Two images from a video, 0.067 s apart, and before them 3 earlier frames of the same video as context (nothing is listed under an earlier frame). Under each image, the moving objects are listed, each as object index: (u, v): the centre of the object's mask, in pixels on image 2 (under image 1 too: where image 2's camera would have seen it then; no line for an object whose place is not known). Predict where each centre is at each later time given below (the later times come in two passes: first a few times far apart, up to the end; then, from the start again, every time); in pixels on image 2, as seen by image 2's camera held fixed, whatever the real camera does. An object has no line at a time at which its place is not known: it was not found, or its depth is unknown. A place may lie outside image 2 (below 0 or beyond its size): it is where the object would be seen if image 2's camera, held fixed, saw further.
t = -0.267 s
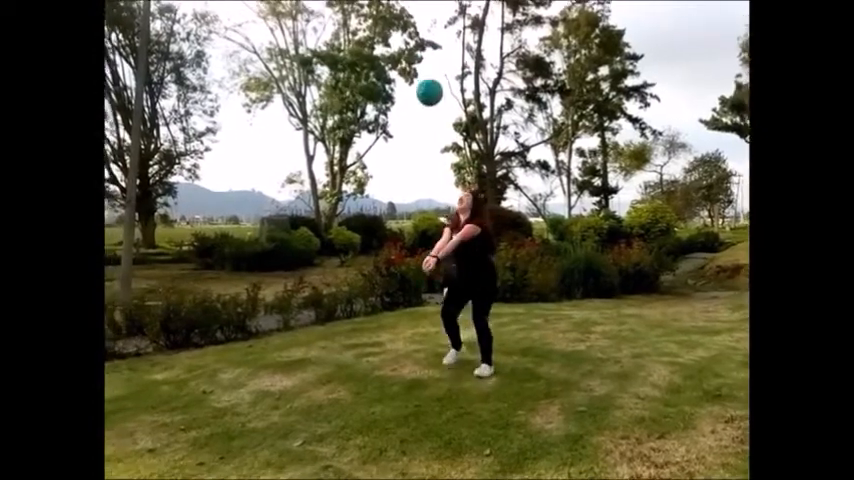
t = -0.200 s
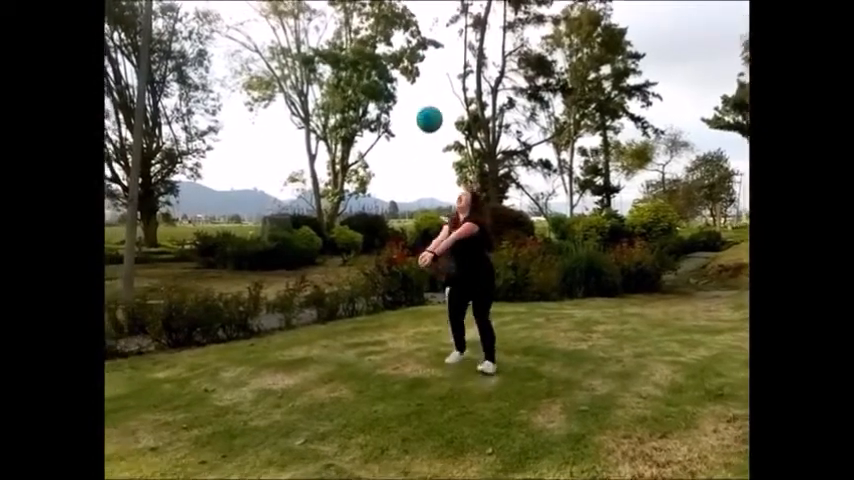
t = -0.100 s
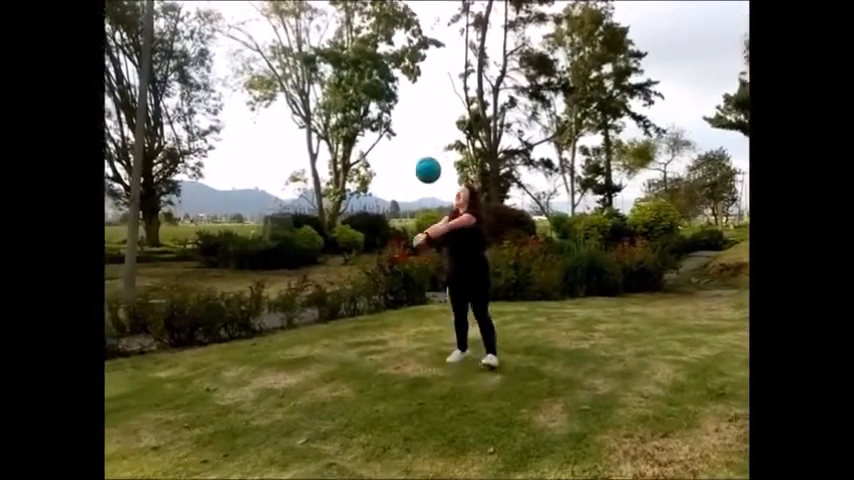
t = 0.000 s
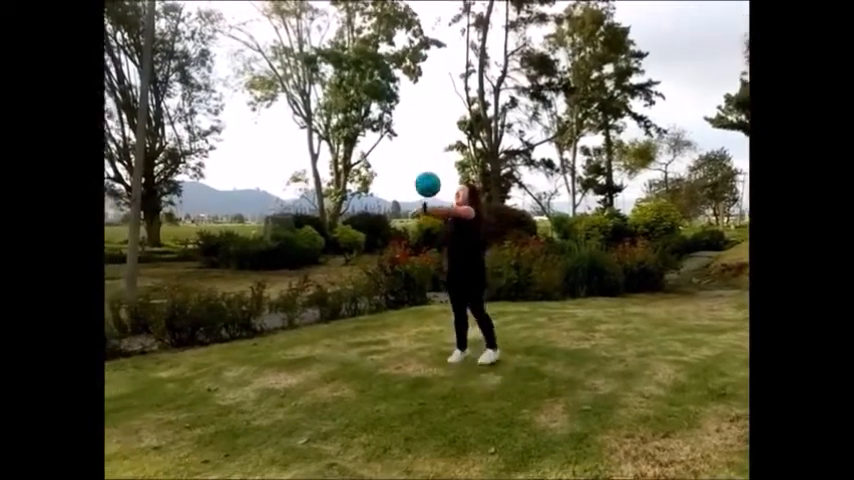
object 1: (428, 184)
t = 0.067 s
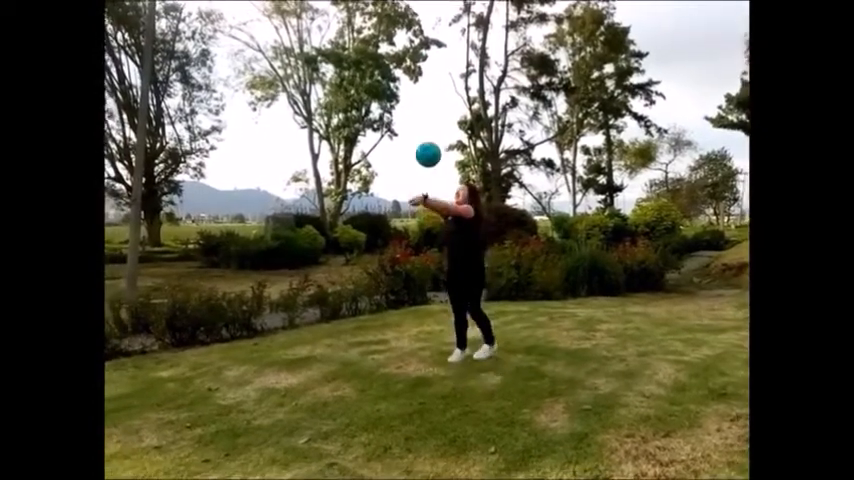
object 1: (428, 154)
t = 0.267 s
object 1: (429, 97)
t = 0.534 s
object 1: (433, 99)
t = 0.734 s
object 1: (438, 157)
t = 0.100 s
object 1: (428, 141)
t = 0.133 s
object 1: (428, 129)
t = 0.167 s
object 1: (429, 119)
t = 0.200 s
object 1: (429, 111)
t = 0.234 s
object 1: (429, 103)
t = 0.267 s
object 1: (429, 97)
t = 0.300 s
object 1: (430, 92)
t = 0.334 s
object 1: (430, 90)
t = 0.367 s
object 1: (431, 88)
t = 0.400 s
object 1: (431, 87)
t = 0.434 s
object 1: (431, 88)
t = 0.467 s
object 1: (432, 90)
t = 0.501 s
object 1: (432, 94)
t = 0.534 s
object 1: (433, 99)
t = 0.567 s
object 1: (434, 105)
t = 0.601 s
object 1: (435, 113)
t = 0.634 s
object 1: (436, 122)
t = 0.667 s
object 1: (436, 132)
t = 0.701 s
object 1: (437, 144)
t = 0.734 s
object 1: (438, 157)
